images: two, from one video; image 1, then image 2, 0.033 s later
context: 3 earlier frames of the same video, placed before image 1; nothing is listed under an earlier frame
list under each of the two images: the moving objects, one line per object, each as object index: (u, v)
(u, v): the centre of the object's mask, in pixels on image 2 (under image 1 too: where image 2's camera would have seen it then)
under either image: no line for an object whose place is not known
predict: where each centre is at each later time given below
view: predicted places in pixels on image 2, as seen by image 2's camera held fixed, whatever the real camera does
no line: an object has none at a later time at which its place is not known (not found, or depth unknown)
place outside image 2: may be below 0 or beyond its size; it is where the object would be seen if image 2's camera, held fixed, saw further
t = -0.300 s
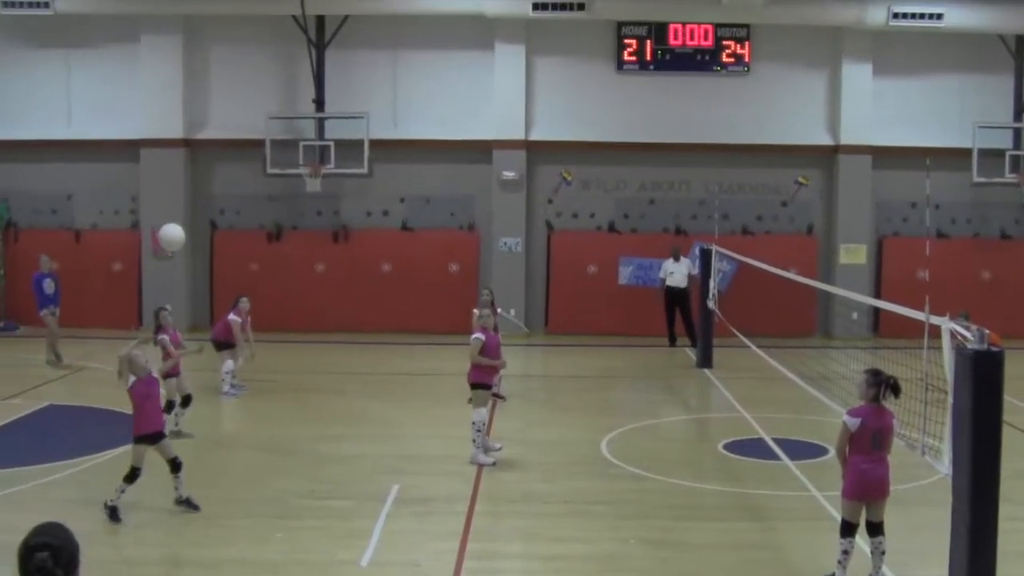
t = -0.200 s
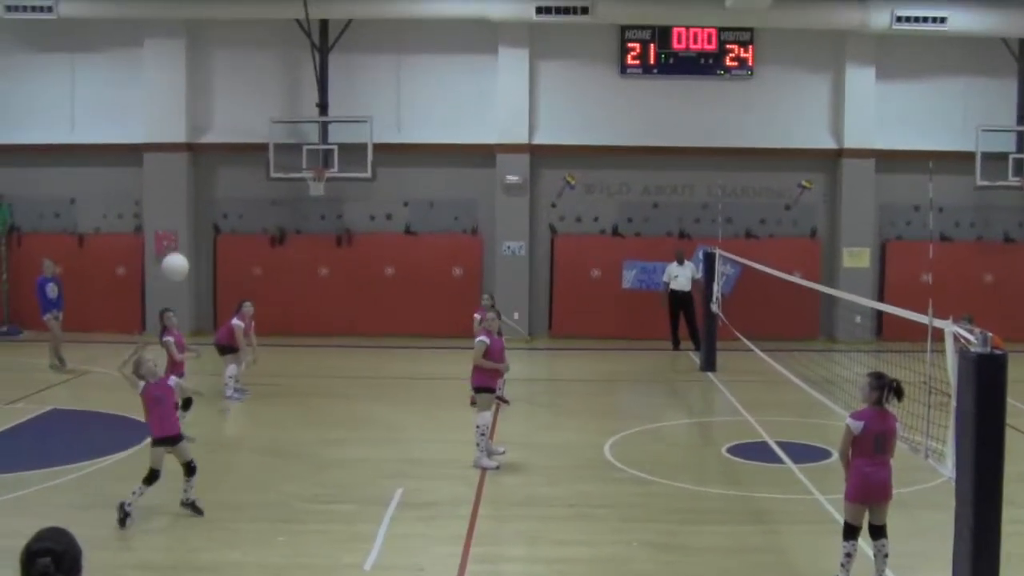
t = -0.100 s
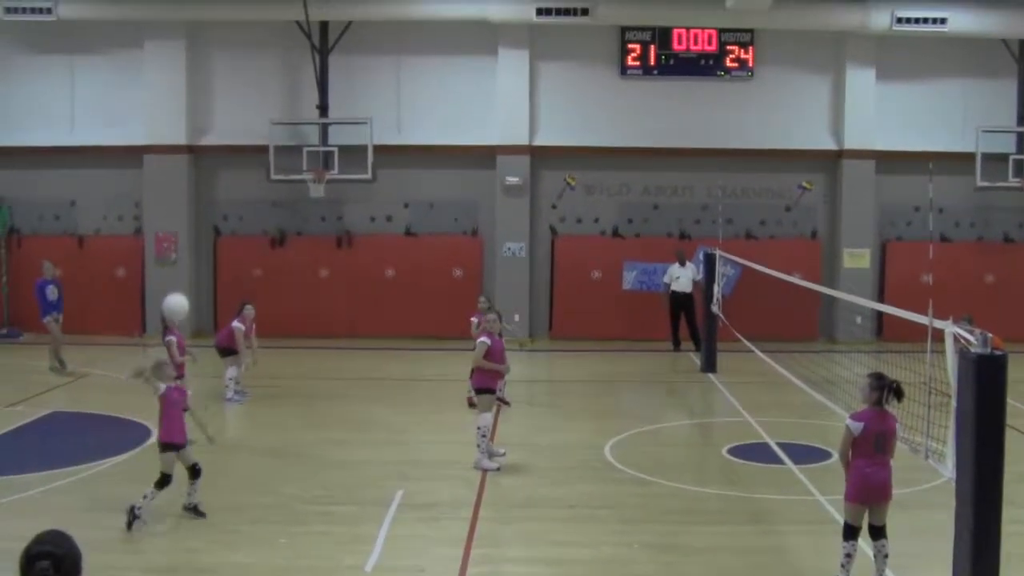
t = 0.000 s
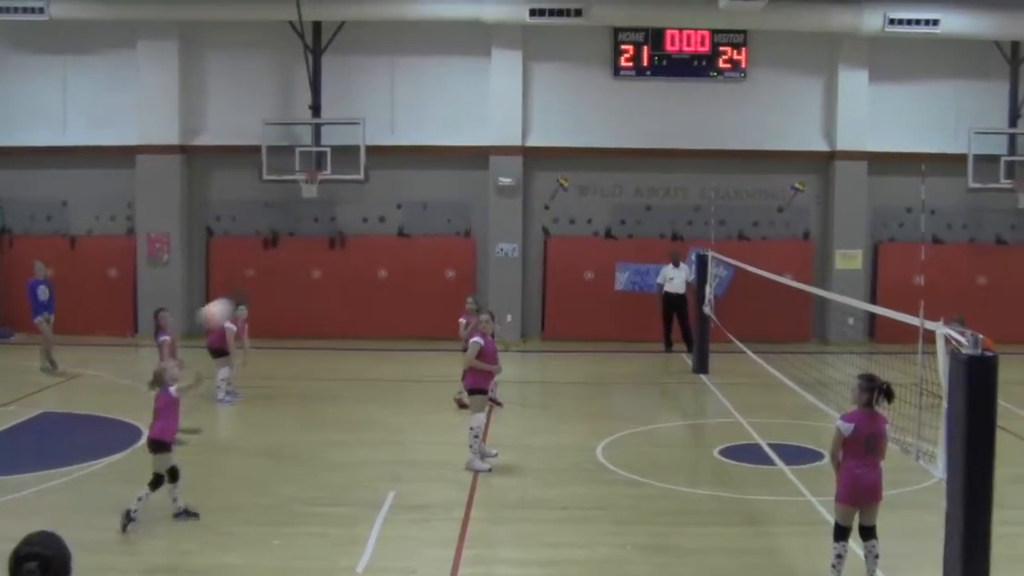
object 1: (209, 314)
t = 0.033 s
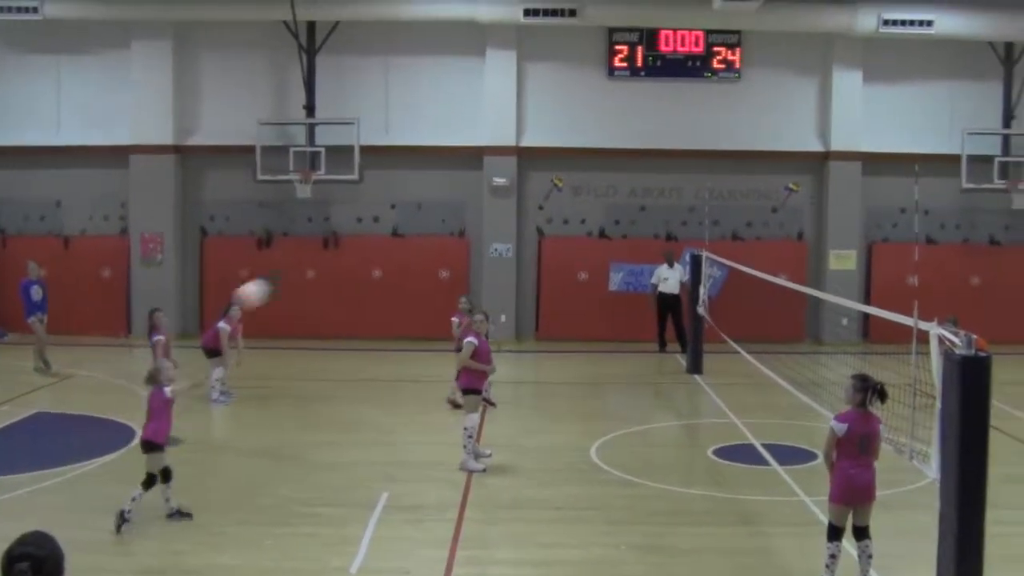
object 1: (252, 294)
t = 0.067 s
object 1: (294, 276)
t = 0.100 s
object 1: (334, 260)
